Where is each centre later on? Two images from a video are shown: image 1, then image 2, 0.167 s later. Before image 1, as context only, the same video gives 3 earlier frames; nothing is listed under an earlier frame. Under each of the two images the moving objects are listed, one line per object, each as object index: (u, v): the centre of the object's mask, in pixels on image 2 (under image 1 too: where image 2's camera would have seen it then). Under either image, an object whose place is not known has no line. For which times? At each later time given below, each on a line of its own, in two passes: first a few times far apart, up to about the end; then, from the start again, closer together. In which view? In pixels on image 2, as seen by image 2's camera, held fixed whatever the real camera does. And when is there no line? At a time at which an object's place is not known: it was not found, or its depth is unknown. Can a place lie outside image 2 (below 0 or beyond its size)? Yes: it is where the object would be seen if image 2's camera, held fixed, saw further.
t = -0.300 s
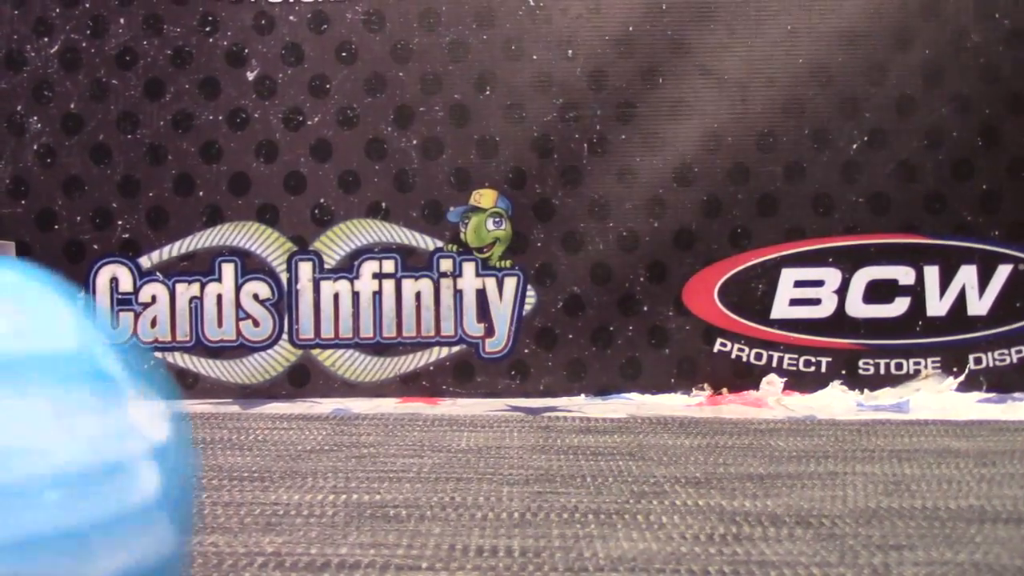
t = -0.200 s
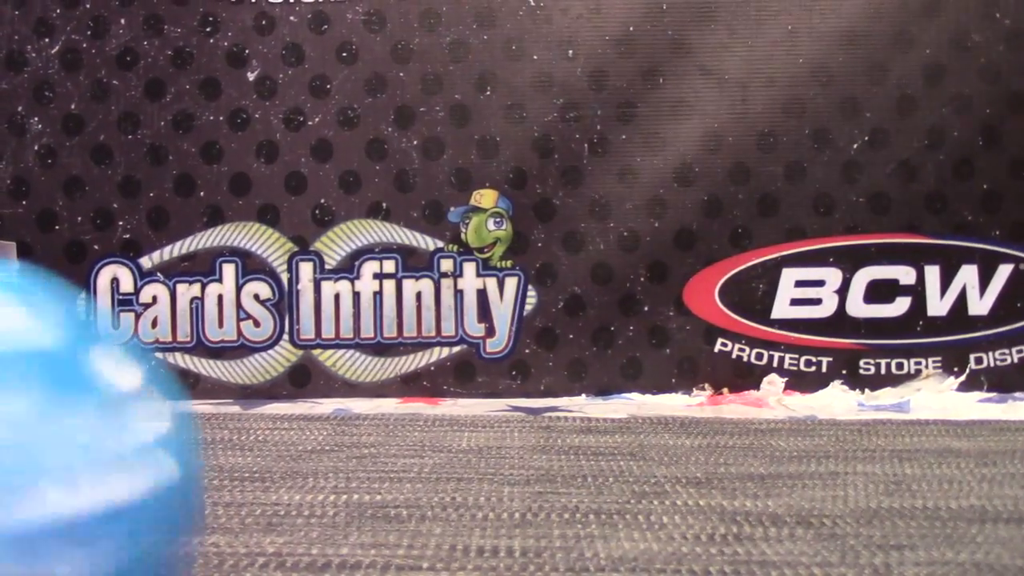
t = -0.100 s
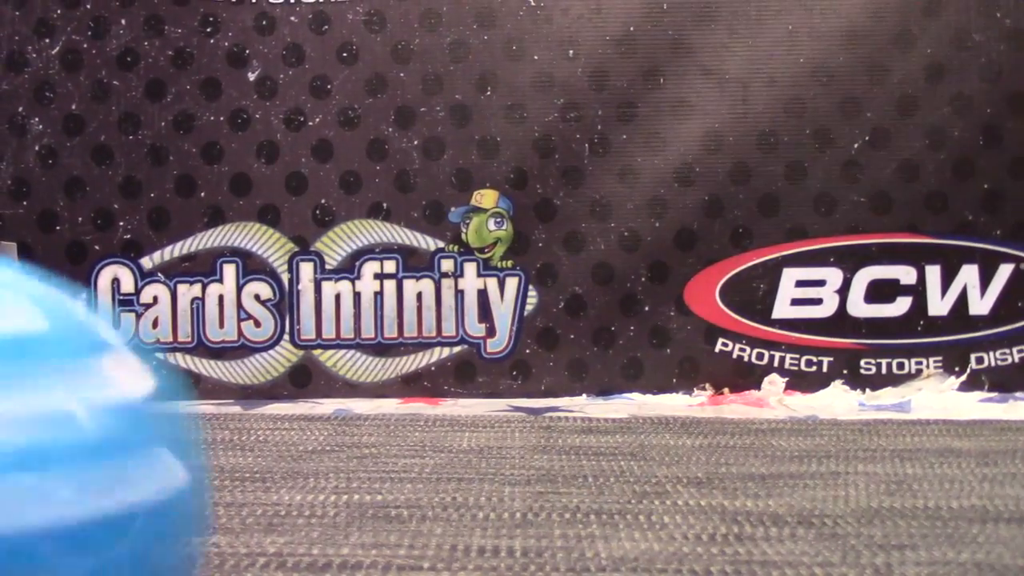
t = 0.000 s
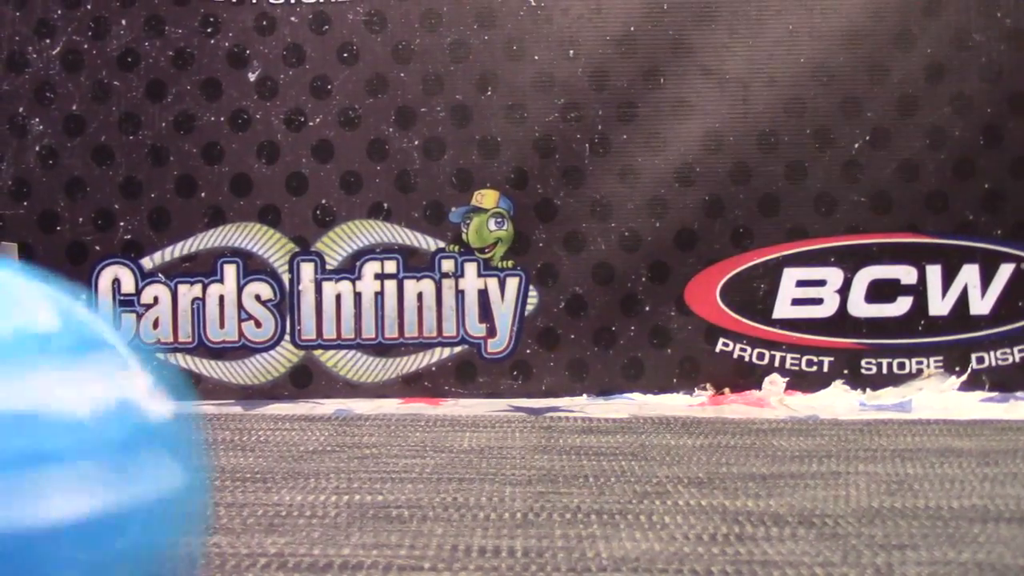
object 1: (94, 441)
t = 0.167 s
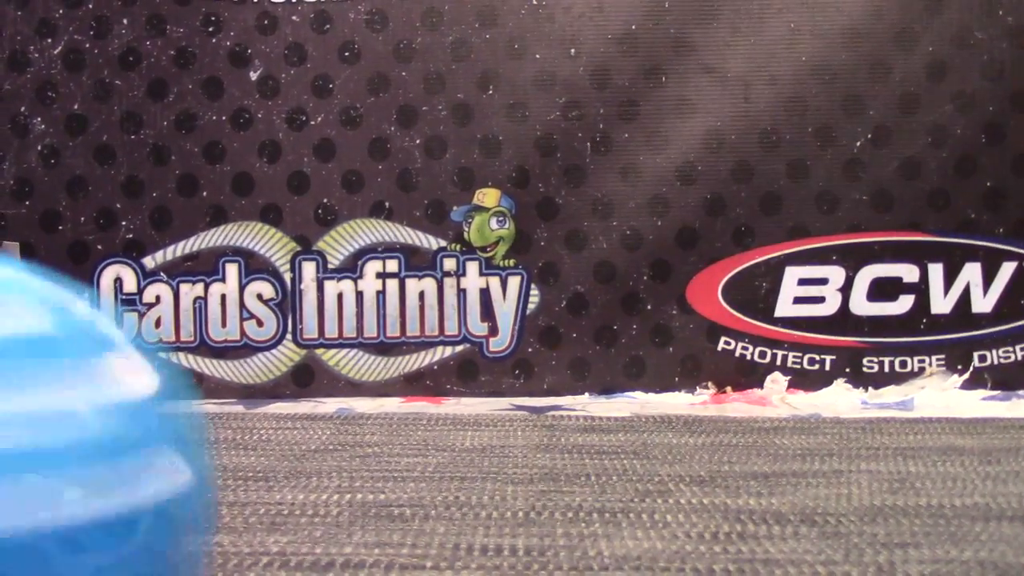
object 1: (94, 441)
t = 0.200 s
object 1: (94, 440)
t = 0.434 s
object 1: (94, 441)
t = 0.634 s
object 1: (93, 439)
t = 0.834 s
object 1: (95, 439)
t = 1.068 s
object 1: (95, 442)
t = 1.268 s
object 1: (102, 434)
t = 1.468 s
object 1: (102, 434)
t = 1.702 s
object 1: (108, 433)
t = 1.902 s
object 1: (104, 435)
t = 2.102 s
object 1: (110, 438)
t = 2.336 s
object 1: (115, 448)
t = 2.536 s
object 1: (152, 437)
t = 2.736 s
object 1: (198, 449)
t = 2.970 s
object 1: (276, 454)
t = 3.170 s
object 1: (438, 473)
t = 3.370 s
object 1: (579, 476)
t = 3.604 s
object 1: (574, 480)
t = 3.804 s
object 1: (574, 480)
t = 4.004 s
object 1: (574, 480)
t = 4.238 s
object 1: (574, 480)
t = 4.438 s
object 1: (574, 480)
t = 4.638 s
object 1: (574, 480)
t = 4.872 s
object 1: (574, 480)
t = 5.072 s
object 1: (574, 480)
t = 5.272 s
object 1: (574, 480)
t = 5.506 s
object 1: (574, 480)
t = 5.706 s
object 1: (574, 480)
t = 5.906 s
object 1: (574, 480)
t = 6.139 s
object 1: (574, 480)
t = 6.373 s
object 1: (574, 480)
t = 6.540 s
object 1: (574, 480)
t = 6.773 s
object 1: (574, 480)
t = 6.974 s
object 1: (574, 480)
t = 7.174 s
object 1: (574, 480)
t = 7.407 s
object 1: (575, 480)
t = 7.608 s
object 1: (575, 480)
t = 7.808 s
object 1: (574, 480)
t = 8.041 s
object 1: (575, 480)
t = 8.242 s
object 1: (575, 480)
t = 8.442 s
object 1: (575, 480)
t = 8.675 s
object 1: (574, 480)
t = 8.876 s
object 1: (574, 480)
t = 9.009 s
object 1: (575, 480)
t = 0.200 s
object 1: (94, 440)
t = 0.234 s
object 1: (94, 441)
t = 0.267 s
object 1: (94, 442)
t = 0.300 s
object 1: (93, 440)
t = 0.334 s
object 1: (94, 441)
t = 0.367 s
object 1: (94, 441)
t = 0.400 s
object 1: (94, 440)
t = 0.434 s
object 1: (94, 441)
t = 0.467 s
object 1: (94, 440)
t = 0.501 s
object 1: (94, 439)
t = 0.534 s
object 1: (93, 440)
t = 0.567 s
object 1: (93, 441)
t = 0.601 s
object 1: (93, 441)
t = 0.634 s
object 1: (93, 439)
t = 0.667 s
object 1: (94, 441)
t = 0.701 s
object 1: (95, 441)
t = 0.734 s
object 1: (95, 437)
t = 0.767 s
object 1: (97, 441)
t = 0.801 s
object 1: (95, 439)
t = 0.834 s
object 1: (95, 439)
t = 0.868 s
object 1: (95, 439)
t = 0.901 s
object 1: (96, 442)
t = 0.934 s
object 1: (96, 441)
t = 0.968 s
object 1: (98, 436)
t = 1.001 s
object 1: (98, 437)
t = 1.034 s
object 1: (97, 440)
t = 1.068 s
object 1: (95, 442)
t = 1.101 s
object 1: (94, 438)
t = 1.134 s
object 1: (95, 436)
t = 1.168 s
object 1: (96, 443)
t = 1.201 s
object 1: (98, 441)
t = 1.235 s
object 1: (100, 433)
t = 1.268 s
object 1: (102, 434)
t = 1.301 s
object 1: (100, 441)
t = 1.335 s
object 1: (96, 439)
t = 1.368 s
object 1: (97, 438)
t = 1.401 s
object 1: (98, 441)
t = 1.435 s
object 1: (100, 432)
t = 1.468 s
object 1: (102, 434)
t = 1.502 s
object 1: (102, 437)
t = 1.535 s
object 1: (104, 432)
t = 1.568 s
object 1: (105, 439)
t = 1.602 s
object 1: (104, 434)
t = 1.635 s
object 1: (102, 437)
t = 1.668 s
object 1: (102, 433)
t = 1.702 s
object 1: (108, 433)
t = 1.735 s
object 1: (107, 437)
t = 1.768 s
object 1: (107, 439)
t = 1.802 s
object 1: (108, 435)
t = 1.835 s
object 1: (108, 440)
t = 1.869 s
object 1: (109, 437)
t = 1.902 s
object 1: (104, 435)
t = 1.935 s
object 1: (112, 431)
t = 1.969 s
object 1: (107, 431)
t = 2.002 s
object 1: (106, 442)
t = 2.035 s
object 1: (111, 434)
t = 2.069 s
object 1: (109, 440)
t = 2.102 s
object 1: (110, 438)
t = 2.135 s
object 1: (113, 433)
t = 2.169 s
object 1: (108, 441)
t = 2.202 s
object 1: (112, 431)
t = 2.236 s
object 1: (116, 432)
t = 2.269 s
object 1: (110, 440)
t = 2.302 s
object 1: (118, 434)
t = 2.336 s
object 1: (115, 448)
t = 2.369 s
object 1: (117, 434)
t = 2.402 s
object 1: (129, 433)
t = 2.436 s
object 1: (125, 437)
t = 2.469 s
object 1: (139, 443)
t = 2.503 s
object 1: (138, 449)
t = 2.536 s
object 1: (152, 437)
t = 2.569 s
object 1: (148, 445)
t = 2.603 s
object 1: (168, 440)
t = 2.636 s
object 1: (160, 449)
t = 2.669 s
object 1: (174, 445)
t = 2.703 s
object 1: (173, 437)
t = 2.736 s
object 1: (198, 449)
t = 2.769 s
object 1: (202, 447)
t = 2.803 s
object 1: (200, 456)
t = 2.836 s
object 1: (219, 446)
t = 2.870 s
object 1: (219, 452)
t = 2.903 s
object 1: (250, 462)
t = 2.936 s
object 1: (269, 467)
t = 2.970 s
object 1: (276, 454)
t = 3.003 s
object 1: (308, 456)
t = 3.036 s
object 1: (354, 470)
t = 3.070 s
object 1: (349, 470)
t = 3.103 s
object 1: (386, 460)
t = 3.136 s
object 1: (430, 461)
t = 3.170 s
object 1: (438, 473)
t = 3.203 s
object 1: (466, 470)
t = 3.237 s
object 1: (498, 465)
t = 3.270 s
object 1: (536, 472)
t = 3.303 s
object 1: (551, 477)
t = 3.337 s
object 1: (554, 470)
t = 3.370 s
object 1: (579, 476)
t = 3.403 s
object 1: (595, 478)
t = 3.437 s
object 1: (607, 477)
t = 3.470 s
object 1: (614, 478)
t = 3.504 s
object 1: (591, 479)
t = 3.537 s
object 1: (575, 479)
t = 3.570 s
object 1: (574, 480)
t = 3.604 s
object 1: (574, 480)
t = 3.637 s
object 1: (574, 480)
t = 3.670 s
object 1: (574, 480)
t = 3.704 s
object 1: (574, 480)
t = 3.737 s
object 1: (574, 480)
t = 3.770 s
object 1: (574, 480)
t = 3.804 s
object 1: (574, 480)
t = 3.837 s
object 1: (574, 480)
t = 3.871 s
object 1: (574, 480)
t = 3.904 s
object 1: (574, 480)
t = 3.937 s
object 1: (574, 480)
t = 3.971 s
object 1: (574, 480)
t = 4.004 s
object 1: (574, 480)
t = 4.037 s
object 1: (574, 480)
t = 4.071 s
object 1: (574, 480)
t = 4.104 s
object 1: (574, 480)
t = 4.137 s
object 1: (574, 480)
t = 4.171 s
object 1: (574, 480)
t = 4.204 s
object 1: (574, 480)
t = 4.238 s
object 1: (574, 480)
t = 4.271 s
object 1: (574, 480)
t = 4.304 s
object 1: (574, 480)
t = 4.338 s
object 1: (574, 480)
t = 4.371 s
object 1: (574, 480)
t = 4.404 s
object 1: (574, 480)
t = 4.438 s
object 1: (574, 480)
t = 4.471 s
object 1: (574, 480)
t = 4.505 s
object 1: (574, 480)
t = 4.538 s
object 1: (574, 480)
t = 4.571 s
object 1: (574, 480)
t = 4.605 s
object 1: (574, 480)
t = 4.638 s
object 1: (574, 480)
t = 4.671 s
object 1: (574, 480)
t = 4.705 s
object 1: (574, 480)
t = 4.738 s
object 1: (574, 480)
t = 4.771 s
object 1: (574, 480)
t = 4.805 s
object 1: (574, 480)
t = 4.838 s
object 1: (574, 480)
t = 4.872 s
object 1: (574, 480)
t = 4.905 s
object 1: (574, 480)
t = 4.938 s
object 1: (574, 480)
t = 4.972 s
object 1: (574, 480)
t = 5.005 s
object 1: (574, 480)
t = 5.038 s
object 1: (574, 480)
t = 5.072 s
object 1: (574, 480)
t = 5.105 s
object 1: (574, 480)
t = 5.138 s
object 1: (574, 480)
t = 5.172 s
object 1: (574, 480)
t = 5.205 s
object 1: (574, 480)
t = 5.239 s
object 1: (574, 480)
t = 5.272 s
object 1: (574, 480)
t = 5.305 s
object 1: (574, 480)
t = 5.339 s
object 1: (574, 480)
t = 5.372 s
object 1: (574, 480)
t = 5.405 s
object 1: (574, 480)
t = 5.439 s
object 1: (574, 480)
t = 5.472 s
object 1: (574, 480)
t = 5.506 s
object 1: (574, 480)
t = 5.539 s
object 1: (574, 480)
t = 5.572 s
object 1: (574, 480)
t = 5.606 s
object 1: (574, 480)
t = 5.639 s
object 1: (574, 480)
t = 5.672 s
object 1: (574, 480)
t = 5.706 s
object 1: (574, 480)
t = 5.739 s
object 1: (574, 480)
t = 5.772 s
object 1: (574, 480)
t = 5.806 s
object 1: (574, 480)
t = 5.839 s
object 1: (574, 480)
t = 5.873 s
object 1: (574, 480)
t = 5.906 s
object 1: (574, 480)
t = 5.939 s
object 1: (574, 480)
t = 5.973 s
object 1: (574, 480)
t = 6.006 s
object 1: (574, 480)
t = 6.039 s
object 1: (574, 480)
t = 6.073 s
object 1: (574, 480)
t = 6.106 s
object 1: (574, 480)
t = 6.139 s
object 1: (574, 480)
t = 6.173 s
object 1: (574, 480)
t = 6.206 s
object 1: (574, 480)
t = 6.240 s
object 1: (574, 480)
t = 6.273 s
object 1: (574, 480)
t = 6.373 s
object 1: (574, 480)
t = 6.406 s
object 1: (574, 480)
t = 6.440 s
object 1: (574, 480)
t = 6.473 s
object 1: (574, 480)
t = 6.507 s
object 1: (574, 480)
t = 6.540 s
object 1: (574, 480)
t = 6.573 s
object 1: (574, 480)
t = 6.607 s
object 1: (574, 480)
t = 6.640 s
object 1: (574, 480)
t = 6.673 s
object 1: (574, 480)
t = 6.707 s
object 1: (575, 480)
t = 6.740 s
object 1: (574, 480)
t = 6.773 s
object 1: (574, 480)
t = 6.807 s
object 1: (574, 480)
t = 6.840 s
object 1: (574, 480)
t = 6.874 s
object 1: (574, 480)
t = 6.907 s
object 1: (574, 480)
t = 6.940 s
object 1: (574, 480)
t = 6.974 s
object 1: (574, 480)
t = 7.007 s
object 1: (574, 480)
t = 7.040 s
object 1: (575, 480)
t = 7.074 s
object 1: (574, 480)
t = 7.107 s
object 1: (574, 480)
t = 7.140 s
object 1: (574, 480)
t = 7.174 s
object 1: (574, 480)
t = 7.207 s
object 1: (574, 480)
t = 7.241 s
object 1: (574, 480)
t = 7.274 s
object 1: (574, 480)
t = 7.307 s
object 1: (574, 480)
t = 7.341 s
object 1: (574, 480)
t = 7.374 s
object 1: (574, 480)
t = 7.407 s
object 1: (575, 480)
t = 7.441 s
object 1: (575, 480)
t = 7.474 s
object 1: (574, 480)
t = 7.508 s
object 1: (575, 480)
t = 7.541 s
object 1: (574, 480)
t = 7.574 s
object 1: (574, 480)
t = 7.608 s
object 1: (575, 480)
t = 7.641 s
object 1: (575, 480)
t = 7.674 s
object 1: (575, 480)
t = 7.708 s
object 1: (575, 480)
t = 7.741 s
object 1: (575, 480)
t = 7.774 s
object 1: (575, 480)
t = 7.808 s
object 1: (574, 480)
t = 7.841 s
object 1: (575, 480)
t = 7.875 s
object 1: (575, 480)
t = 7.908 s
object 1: (575, 480)
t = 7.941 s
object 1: (575, 480)
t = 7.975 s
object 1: (575, 480)
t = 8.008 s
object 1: (575, 480)
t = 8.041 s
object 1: (575, 480)
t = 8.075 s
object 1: (575, 480)
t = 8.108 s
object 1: (575, 480)
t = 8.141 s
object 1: (575, 480)
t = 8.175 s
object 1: (575, 480)
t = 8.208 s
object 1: (575, 480)
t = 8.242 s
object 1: (575, 480)
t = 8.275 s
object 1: (575, 480)
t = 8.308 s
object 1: (575, 480)
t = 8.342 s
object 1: (575, 480)
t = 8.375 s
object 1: (575, 480)
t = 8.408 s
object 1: (575, 480)
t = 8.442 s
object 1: (575, 480)
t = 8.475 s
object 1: (575, 480)
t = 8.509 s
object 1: (575, 480)
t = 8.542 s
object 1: (575, 480)
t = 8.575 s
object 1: (575, 480)
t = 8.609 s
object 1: (575, 480)
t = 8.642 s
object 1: (574, 480)
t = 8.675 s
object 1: (574, 480)
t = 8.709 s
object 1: (574, 480)
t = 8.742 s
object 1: (575, 480)
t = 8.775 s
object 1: (575, 480)
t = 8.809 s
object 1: (575, 480)
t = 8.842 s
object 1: (575, 480)
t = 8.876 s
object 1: (574, 480)
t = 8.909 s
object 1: (575, 480)
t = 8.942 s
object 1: (575, 480)
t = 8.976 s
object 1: (575, 480)
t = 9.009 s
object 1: (575, 480)
